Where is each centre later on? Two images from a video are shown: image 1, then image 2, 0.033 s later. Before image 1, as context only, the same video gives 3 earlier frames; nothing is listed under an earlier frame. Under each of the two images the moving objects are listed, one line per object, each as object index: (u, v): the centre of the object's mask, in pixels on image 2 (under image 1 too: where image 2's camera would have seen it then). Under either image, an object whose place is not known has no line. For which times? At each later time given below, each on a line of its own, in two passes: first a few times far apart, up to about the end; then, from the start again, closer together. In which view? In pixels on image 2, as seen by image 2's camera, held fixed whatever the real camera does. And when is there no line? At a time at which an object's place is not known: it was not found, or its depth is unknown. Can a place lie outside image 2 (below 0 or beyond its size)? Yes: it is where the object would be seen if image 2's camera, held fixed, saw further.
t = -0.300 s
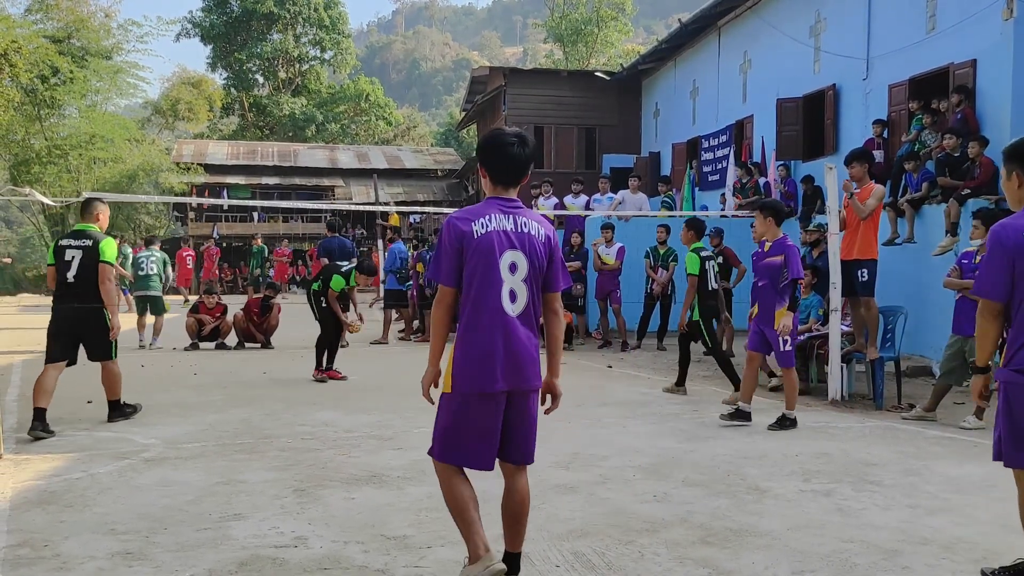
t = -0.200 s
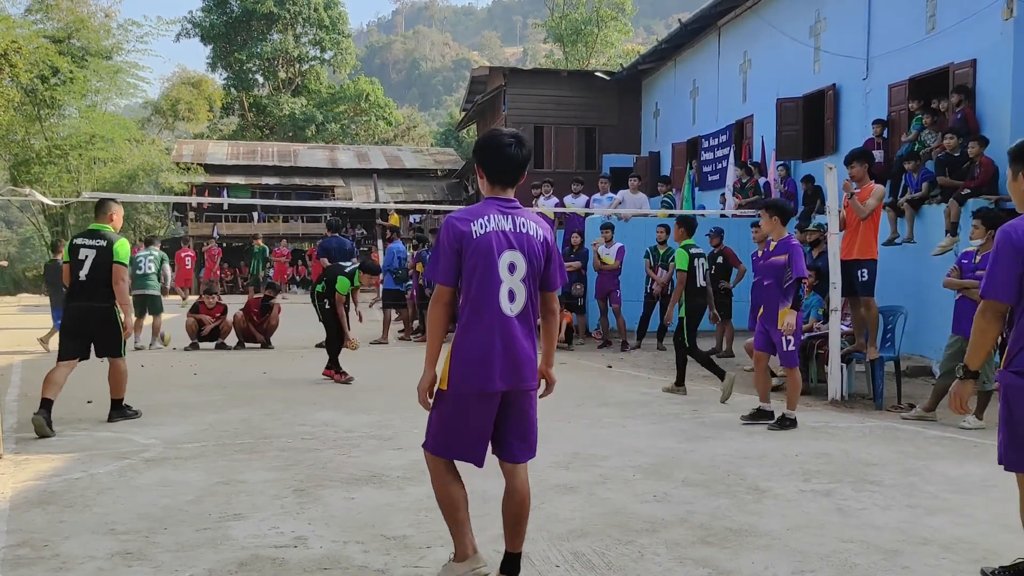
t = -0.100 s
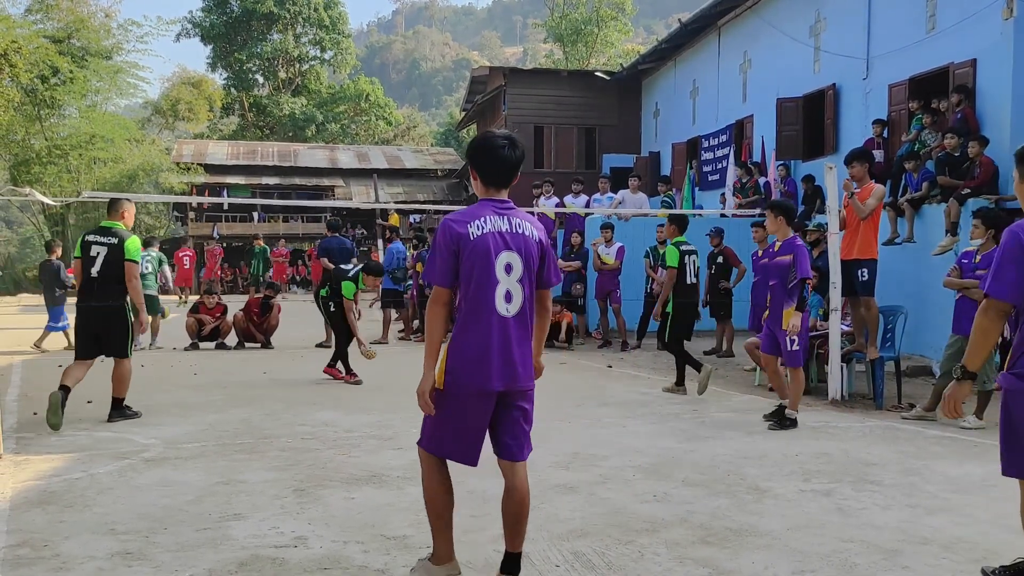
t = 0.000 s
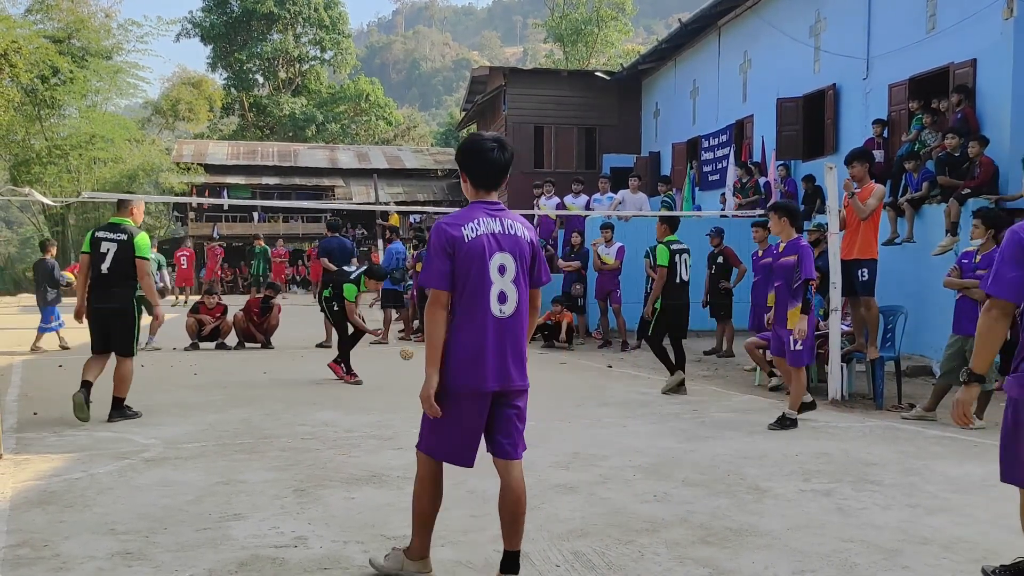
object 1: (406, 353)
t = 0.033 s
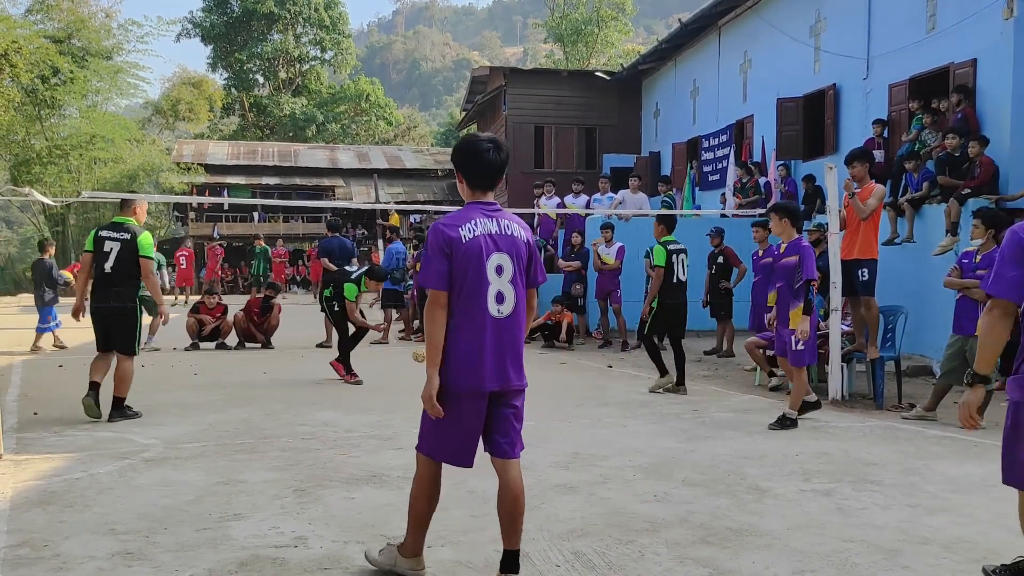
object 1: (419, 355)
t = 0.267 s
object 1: (504, 381)
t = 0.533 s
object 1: (580, 395)
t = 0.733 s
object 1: (644, 394)
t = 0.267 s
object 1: (504, 381)
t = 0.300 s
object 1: (513, 378)
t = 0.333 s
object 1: (522, 377)
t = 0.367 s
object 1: (531, 376)
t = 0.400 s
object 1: (541, 377)
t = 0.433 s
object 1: (551, 380)
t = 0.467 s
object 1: (561, 384)
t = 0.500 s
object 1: (570, 388)
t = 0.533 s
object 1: (580, 395)
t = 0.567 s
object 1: (591, 398)
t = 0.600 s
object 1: (601, 394)
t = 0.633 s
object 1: (612, 392)
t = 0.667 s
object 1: (622, 392)
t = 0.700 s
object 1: (633, 393)
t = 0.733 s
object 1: (644, 394)
